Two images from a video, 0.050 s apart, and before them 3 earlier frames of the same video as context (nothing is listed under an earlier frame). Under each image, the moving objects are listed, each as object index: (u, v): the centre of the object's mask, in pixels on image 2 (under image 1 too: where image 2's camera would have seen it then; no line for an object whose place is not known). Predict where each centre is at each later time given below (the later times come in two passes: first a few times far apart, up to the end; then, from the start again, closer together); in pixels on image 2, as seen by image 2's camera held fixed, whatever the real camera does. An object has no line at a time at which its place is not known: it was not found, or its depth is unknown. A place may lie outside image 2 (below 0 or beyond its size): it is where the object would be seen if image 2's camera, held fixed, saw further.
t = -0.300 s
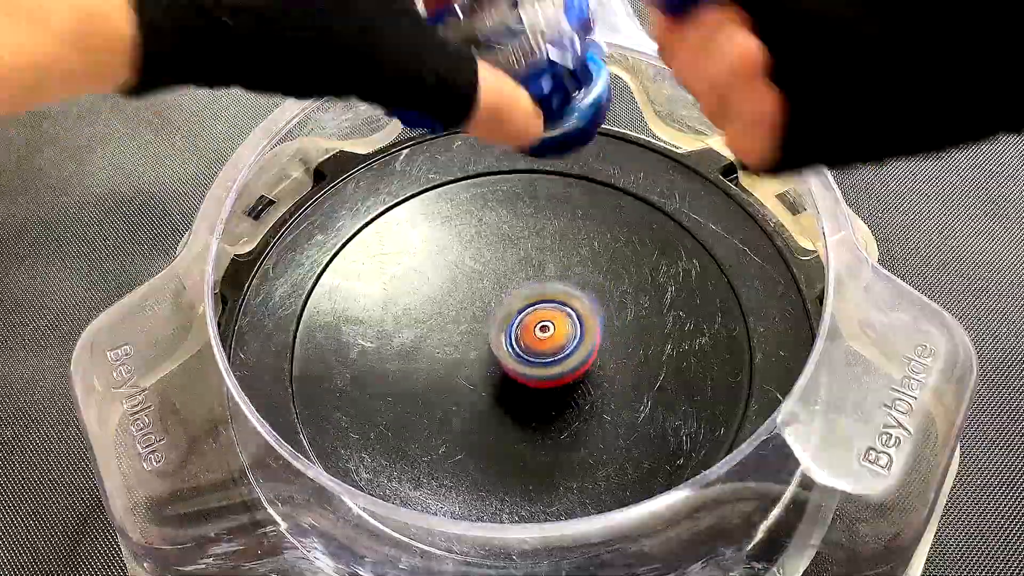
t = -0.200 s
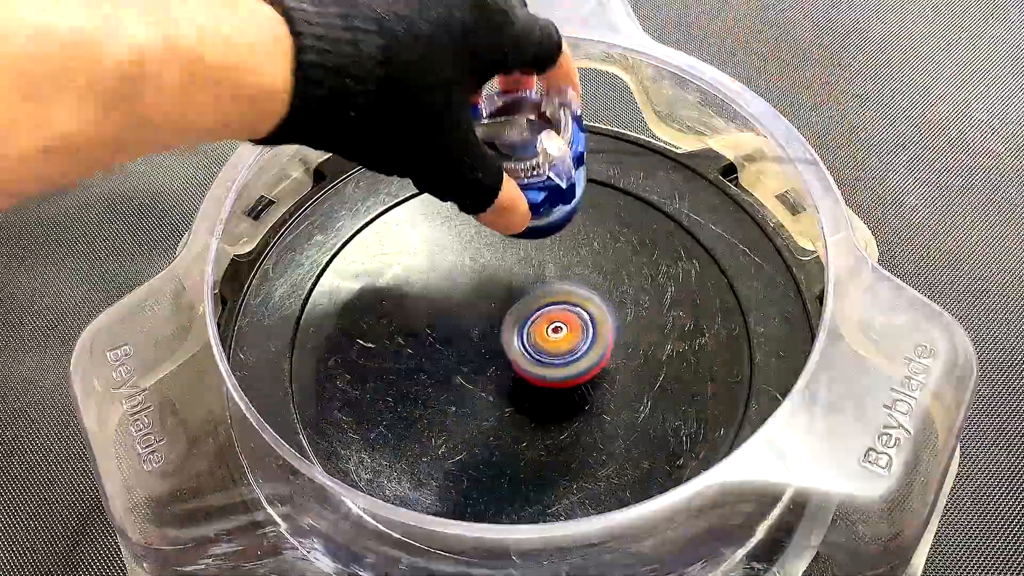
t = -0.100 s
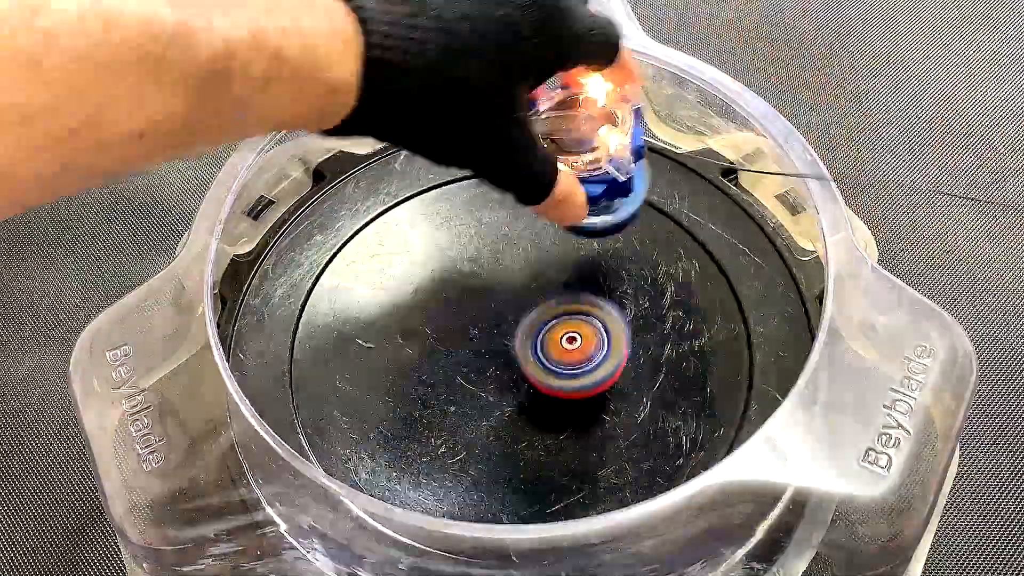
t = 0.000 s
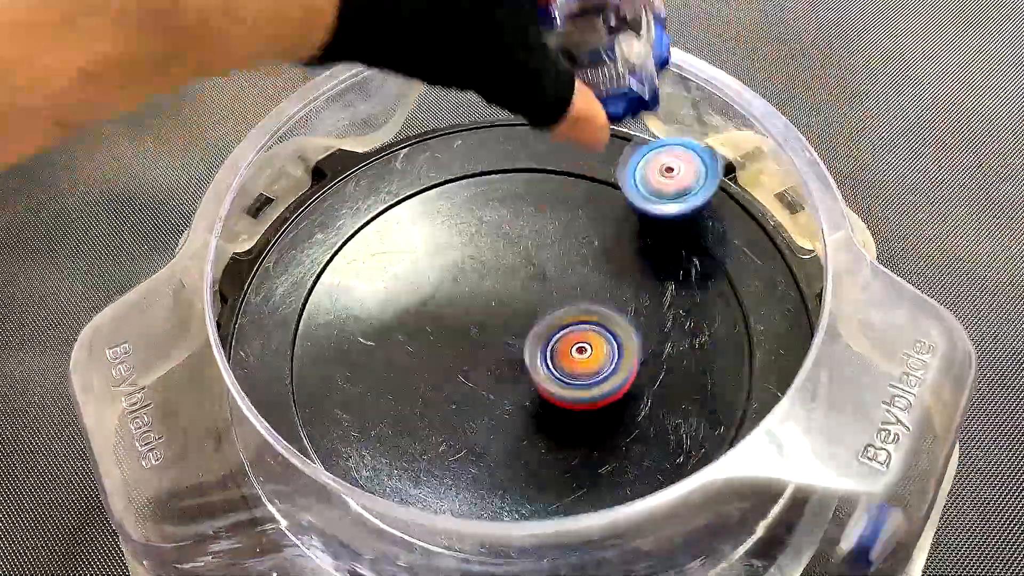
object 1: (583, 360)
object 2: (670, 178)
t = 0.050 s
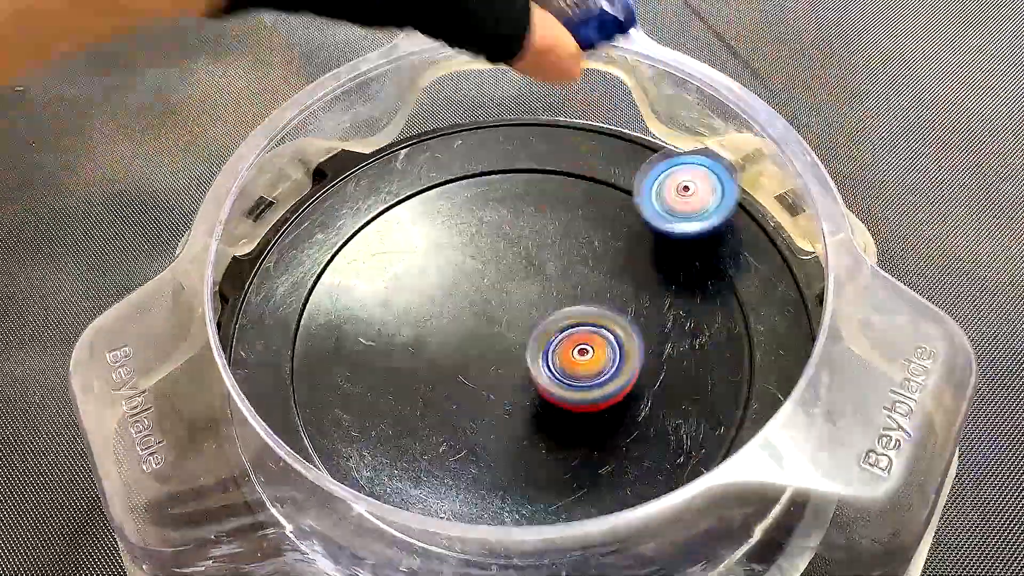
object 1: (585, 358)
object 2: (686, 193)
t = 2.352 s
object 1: (547, 266)
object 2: (523, 377)
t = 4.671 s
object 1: (488, 382)
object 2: (621, 451)
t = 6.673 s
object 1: (524, 388)
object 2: (503, 283)
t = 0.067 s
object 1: (585, 358)
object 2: (687, 198)
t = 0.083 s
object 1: (584, 358)
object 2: (686, 207)
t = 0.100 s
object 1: (585, 357)
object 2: (684, 222)
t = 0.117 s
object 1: (585, 356)
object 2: (680, 235)
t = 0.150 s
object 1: (585, 354)
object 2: (667, 263)
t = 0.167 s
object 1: (578, 358)
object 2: (663, 272)
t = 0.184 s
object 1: (559, 373)
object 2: (668, 270)
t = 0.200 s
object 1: (540, 389)
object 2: (673, 268)
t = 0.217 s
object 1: (522, 402)
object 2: (675, 265)
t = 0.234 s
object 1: (504, 416)
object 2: (676, 265)
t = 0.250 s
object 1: (485, 428)
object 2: (675, 265)
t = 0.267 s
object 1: (468, 438)
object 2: (674, 266)
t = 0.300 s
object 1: (438, 456)
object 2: (664, 271)
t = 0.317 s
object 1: (426, 460)
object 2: (658, 273)
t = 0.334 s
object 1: (417, 462)
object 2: (650, 277)
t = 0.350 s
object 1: (409, 464)
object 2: (643, 279)
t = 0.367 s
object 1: (403, 466)
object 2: (632, 283)
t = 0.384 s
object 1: (392, 477)
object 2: (623, 287)
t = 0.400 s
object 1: (385, 483)
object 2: (611, 291)
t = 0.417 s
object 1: (384, 482)
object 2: (602, 294)
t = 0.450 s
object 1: (390, 474)
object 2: (580, 301)
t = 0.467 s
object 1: (397, 463)
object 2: (568, 303)
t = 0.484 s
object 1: (400, 461)
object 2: (556, 306)
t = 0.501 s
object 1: (404, 459)
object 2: (547, 307)
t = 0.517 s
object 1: (410, 456)
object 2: (536, 310)
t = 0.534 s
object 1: (416, 453)
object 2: (527, 310)
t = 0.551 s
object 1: (424, 447)
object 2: (517, 311)
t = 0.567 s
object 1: (433, 440)
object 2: (507, 311)
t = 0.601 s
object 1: (452, 425)
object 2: (490, 310)
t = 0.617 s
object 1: (462, 418)
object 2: (484, 308)
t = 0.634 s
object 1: (471, 410)
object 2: (474, 307)
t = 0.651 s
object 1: (481, 414)
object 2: (469, 296)
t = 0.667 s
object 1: (492, 418)
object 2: (462, 280)
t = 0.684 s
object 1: (503, 422)
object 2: (455, 267)
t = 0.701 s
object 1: (514, 425)
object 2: (452, 252)
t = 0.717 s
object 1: (525, 427)
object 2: (447, 238)
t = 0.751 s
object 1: (543, 429)
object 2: (442, 211)
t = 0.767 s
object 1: (552, 429)
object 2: (439, 196)
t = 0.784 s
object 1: (560, 429)
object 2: (440, 187)
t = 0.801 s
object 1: (567, 429)
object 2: (440, 173)
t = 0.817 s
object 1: (574, 427)
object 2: (442, 167)
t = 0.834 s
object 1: (579, 426)
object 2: (445, 159)
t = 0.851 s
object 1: (584, 424)
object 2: (449, 156)
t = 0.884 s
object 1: (591, 419)
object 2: (463, 159)
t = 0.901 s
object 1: (593, 415)
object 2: (471, 161)
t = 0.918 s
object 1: (593, 412)
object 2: (478, 162)
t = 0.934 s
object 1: (594, 407)
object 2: (487, 164)
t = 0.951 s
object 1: (592, 403)
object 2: (497, 170)
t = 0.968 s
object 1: (590, 398)
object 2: (505, 175)
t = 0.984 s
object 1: (588, 393)
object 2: (518, 184)
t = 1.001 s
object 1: (584, 388)
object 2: (528, 190)
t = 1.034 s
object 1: (575, 377)
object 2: (548, 207)
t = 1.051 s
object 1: (569, 372)
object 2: (560, 216)
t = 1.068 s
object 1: (563, 366)
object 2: (568, 224)
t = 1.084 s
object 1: (556, 361)
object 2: (578, 235)
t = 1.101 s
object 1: (549, 356)
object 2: (588, 244)
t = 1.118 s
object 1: (542, 350)
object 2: (596, 253)
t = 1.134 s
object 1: (535, 346)
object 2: (603, 262)
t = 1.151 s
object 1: (526, 346)
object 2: (612, 264)
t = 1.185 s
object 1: (506, 351)
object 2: (633, 274)
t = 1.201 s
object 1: (497, 352)
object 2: (640, 279)
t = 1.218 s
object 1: (489, 353)
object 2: (646, 284)
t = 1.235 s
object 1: (481, 353)
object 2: (652, 288)
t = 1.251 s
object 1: (475, 353)
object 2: (656, 294)
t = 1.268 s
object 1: (469, 353)
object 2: (657, 300)
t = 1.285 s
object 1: (464, 353)
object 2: (658, 307)
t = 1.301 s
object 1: (461, 353)
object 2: (658, 314)
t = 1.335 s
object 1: (457, 352)
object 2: (651, 328)
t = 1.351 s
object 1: (455, 352)
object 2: (646, 336)
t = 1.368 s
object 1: (453, 352)
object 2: (641, 344)
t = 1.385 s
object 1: (452, 351)
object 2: (634, 350)
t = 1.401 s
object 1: (450, 351)
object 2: (623, 357)
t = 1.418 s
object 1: (448, 350)
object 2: (613, 364)
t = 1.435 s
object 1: (447, 350)
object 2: (602, 371)
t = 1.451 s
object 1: (446, 349)
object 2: (591, 376)
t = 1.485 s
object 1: (444, 348)
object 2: (560, 386)
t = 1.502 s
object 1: (443, 348)
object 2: (545, 390)
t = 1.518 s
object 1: (441, 346)
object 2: (532, 393)
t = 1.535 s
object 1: (427, 341)
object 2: (534, 402)
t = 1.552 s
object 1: (409, 333)
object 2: (537, 407)
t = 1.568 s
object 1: (392, 324)
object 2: (540, 415)
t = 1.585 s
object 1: (376, 316)
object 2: (543, 425)
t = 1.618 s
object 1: (350, 299)
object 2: (546, 435)
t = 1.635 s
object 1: (340, 290)
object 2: (547, 439)
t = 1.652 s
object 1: (331, 284)
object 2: (546, 441)
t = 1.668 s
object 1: (324, 280)
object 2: (543, 443)
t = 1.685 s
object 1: (319, 277)
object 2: (540, 445)
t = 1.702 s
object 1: (317, 274)
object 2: (537, 445)
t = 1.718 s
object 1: (319, 275)
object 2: (533, 445)
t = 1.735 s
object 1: (323, 276)
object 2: (529, 444)
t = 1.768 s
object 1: (333, 279)
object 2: (518, 437)
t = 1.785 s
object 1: (340, 281)
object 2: (512, 432)
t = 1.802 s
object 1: (348, 284)
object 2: (504, 427)
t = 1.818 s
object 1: (357, 288)
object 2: (496, 422)
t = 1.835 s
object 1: (366, 291)
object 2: (489, 416)
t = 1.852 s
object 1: (375, 293)
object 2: (482, 409)
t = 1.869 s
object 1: (385, 297)
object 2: (475, 402)
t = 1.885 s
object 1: (395, 300)
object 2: (469, 394)
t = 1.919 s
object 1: (413, 304)
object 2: (459, 378)
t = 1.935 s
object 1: (420, 293)
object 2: (460, 383)
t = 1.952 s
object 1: (424, 281)
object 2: (462, 389)
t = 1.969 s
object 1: (427, 270)
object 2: (463, 396)
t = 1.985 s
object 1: (435, 257)
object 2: (465, 404)
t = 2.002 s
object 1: (439, 245)
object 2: (467, 409)
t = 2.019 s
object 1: (443, 236)
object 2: (470, 414)
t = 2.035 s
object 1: (449, 226)
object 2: (473, 418)
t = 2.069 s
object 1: (459, 211)
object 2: (480, 425)
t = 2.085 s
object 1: (464, 206)
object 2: (484, 426)
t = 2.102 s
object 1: (469, 202)
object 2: (487, 427)
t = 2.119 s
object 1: (474, 199)
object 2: (491, 428)
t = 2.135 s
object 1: (480, 197)
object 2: (494, 426)
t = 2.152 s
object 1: (485, 195)
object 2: (496, 425)
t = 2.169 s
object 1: (490, 195)
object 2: (498, 423)
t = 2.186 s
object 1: (495, 197)
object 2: (501, 422)
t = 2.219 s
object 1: (506, 204)
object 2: (505, 415)
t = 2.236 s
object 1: (512, 209)
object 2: (507, 412)
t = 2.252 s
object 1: (518, 214)
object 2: (510, 407)
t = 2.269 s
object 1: (523, 221)
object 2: (512, 404)
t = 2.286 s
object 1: (528, 228)
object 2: (515, 399)
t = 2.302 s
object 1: (533, 237)
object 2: (516, 394)
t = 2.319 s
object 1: (538, 245)
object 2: (519, 389)
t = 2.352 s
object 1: (547, 266)
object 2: (523, 377)
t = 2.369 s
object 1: (550, 276)
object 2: (524, 371)
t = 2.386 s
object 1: (554, 284)
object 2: (526, 368)
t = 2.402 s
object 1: (560, 282)
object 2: (526, 379)
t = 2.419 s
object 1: (568, 268)
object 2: (522, 401)
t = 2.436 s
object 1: (574, 257)
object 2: (517, 422)
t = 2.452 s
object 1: (580, 244)
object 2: (513, 439)
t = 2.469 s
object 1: (584, 234)
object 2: (509, 459)
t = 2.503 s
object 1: (590, 212)
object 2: (500, 481)
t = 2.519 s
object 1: (592, 202)
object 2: (495, 500)
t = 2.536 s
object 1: (592, 192)
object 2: (491, 518)
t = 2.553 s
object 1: (591, 183)
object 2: (484, 522)
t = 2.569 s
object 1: (589, 175)
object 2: (479, 527)
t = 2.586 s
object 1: (587, 170)
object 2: (476, 533)
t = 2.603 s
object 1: (583, 165)
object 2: (470, 537)
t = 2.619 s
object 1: (578, 161)
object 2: (466, 539)
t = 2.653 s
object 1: (568, 154)
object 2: (463, 538)
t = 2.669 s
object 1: (562, 154)
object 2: (462, 537)
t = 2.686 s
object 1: (555, 154)
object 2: (460, 535)
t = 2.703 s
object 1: (547, 156)
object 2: (460, 533)
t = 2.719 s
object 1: (539, 157)
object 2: (460, 531)
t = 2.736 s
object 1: (530, 159)
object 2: (460, 528)
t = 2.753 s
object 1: (521, 163)
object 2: (461, 524)
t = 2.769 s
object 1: (511, 168)
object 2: (462, 519)
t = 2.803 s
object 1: (493, 179)
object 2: (465, 505)
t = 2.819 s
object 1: (484, 187)
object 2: (467, 498)
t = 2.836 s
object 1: (476, 194)
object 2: (470, 486)
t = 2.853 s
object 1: (470, 202)
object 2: (471, 480)
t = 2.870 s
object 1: (463, 211)
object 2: (472, 472)
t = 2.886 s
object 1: (457, 220)
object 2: (476, 462)
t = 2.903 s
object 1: (452, 229)
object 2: (478, 451)
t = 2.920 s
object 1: (449, 240)
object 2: (481, 439)
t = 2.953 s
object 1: (443, 262)
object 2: (490, 411)
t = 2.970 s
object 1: (440, 272)
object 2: (495, 399)
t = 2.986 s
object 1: (440, 282)
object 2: (500, 387)
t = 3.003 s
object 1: (439, 292)
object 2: (507, 374)
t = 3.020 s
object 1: (437, 299)
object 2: (513, 361)
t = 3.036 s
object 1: (431, 302)
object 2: (531, 355)
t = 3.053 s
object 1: (425, 301)
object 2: (551, 352)
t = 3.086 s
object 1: (411, 301)
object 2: (588, 342)
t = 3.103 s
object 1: (407, 301)
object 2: (606, 338)
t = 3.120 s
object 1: (404, 300)
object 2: (622, 338)
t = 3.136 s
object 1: (400, 300)
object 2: (638, 332)
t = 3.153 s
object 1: (397, 301)
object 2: (653, 331)
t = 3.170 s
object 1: (397, 301)
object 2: (669, 328)
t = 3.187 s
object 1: (396, 301)
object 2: (682, 323)
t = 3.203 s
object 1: (396, 301)
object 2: (696, 322)
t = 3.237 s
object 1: (397, 303)
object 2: (721, 316)
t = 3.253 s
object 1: (398, 303)
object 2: (730, 315)
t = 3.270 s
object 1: (400, 304)
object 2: (739, 313)
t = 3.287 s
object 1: (402, 305)
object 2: (747, 311)
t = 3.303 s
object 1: (405, 306)
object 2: (751, 310)
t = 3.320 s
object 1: (409, 306)
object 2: (755, 311)
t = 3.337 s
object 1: (412, 306)
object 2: (758, 309)
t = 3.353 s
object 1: (416, 307)
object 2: (761, 308)
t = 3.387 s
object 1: (426, 309)
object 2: (767, 306)
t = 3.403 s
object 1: (430, 308)
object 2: (769, 304)
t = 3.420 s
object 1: (435, 309)
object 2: (769, 303)
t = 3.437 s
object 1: (440, 310)
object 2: (770, 301)
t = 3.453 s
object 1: (447, 309)
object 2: (770, 299)
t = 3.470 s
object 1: (452, 309)
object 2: (769, 298)
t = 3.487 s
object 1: (458, 308)
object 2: (769, 296)
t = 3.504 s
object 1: (463, 308)
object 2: (768, 293)
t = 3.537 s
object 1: (476, 305)
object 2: (763, 290)
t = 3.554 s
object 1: (482, 304)
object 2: (760, 288)
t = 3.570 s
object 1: (488, 303)
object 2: (756, 286)
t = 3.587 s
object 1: (493, 301)
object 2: (750, 279)
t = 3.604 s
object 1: (498, 298)
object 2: (746, 276)
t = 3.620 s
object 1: (503, 297)
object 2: (743, 276)
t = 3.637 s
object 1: (508, 296)
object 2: (738, 274)
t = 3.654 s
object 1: (514, 293)
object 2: (730, 269)
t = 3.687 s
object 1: (521, 288)
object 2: (717, 264)
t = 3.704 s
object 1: (526, 286)
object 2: (709, 263)
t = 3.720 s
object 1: (531, 284)
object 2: (700, 261)
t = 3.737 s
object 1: (534, 280)
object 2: (691, 260)
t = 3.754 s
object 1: (537, 278)
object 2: (682, 258)
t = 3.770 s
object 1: (541, 277)
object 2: (672, 257)
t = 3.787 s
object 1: (544, 273)
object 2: (661, 256)
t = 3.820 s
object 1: (541, 270)
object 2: (651, 252)
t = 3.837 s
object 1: (531, 266)
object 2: (657, 251)
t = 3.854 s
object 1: (520, 263)
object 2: (661, 250)
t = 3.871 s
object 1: (510, 264)
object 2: (664, 250)
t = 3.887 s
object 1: (500, 265)
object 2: (664, 253)
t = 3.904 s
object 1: (494, 263)
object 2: (665, 252)
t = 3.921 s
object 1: (485, 263)
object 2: (666, 253)
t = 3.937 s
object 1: (478, 264)
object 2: (666, 253)
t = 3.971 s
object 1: (465, 269)
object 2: (660, 259)
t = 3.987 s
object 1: (460, 272)
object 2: (658, 262)
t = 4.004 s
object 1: (458, 273)
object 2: (654, 261)
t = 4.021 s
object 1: (456, 275)
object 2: (648, 263)
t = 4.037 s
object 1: (455, 278)
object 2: (642, 269)
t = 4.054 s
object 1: (454, 280)
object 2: (636, 275)
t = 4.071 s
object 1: (456, 283)
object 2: (627, 274)
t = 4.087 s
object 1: (458, 285)
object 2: (620, 280)
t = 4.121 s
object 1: (464, 292)
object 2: (602, 285)
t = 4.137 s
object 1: (468, 294)
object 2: (596, 290)
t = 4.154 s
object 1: (472, 296)
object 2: (583, 296)
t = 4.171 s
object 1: (464, 297)
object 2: (589, 296)
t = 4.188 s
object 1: (445, 295)
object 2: (606, 298)
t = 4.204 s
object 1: (425, 295)
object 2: (620, 306)
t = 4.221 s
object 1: (407, 296)
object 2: (639, 310)
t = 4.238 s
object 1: (392, 296)
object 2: (656, 310)
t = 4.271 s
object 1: (367, 295)
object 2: (675, 318)
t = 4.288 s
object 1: (358, 296)
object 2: (688, 328)
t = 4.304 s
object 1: (351, 297)
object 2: (703, 340)
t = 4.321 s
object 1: (345, 299)
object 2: (716, 356)
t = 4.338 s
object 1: (343, 301)
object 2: (729, 377)
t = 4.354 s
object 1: (342, 303)
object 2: (736, 393)
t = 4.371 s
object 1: (341, 306)
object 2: (739, 406)
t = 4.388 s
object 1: (344, 310)
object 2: (742, 408)
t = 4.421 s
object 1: (354, 319)
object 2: (744, 414)
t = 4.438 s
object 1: (360, 324)
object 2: (750, 442)
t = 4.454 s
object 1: (367, 330)
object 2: (747, 446)
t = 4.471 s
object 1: (374, 335)
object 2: (741, 450)
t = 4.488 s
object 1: (383, 339)
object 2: (751, 481)
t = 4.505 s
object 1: (392, 345)
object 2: (745, 481)
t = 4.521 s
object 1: (400, 350)
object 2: (740, 481)
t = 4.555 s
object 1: (421, 358)
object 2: (718, 466)
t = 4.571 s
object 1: (430, 361)
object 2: (709, 465)
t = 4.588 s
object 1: (440, 365)
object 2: (698, 463)
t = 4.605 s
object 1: (449, 368)
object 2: (683, 461)
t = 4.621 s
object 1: (458, 372)
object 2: (664, 449)
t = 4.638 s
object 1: (468, 375)
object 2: (651, 451)
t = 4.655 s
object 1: (479, 379)
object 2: (636, 452)
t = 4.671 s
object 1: (488, 382)
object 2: (621, 451)
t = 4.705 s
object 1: (504, 384)
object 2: (589, 446)
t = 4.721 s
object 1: (498, 370)
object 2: (598, 455)
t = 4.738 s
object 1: (486, 352)
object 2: (607, 463)
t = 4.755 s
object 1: (476, 335)
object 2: (617, 480)
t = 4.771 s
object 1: (467, 319)
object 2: (626, 494)
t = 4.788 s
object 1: (459, 306)
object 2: (633, 505)
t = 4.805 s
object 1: (452, 291)
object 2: (640, 514)
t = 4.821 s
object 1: (447, 278)
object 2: (640, 509)
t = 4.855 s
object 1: (438, 254)
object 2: (636, 506)
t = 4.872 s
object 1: (434, 242)
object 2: (632, 504)
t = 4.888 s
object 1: (431, 233)
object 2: (632, 501)
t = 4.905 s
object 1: (428, 223)
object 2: (626, 497)
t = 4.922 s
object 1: (427, 217)
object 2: (622, 493)
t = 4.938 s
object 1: (426, 213)
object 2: (616, 485)
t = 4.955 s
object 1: (427, 211)
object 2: (607, 473)
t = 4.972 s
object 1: (427, 209)
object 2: (604, 469)
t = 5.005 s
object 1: (431, 210)
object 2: (592, 461)
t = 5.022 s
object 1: (433, 212)
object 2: (587, 454)
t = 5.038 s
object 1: (436, 215)
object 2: (580, 446)
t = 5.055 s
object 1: (440, 217)
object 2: (572, 436)
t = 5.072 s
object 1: (444, 221)
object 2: (567, 429)
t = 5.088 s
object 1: (449, 224)
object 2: (560, 416)
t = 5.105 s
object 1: (455, 229)
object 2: (554, 405)
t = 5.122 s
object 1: (460, 236)
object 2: (549, 398)
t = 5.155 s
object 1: (471, 246)
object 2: (538, 377)
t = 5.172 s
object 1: (477, 253)
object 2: (532, 370)
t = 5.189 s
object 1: (483, 259)
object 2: (528, 358)
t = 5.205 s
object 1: (487, 264)
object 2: (525, 347)
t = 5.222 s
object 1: (488, 263)
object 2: (532, 349)
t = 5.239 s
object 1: (486, 252)
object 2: (541, 364)
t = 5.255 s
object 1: (484, 243)
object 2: (552, 376)
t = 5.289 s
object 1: (480, 228)
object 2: (569, 400)
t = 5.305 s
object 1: (480, 224)
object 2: (578, 408)
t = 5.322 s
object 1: (480, 219)
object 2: (587, 417)
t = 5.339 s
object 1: (479, 217)
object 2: (595, 424)
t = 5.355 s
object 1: (480, 216)
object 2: (602, 426)
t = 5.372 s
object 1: (480, 215)
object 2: (609, 428)
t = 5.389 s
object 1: (480, 215)
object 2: (614, 430)
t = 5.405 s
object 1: (481, 215)
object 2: (619, 430)
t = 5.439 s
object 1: (482, 218)
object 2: (626, 429)
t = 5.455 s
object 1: (482, 219)
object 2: (630, 426)
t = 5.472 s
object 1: (484, 223)
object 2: (632, 425)
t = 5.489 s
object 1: (486, 225)
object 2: (633, 421)
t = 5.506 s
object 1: (487, 229)
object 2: (634, 418)
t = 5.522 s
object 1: (490, 234)
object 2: (634, 414)
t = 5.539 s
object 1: (491, 236)
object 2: (634, 407)
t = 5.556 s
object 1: (493, 241)
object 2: (633, 402)
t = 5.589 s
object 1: (498, 251)
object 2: (630, 391)
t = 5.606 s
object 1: (501, 256)
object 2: (628, 385)
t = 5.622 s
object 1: (504, 259)
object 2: (625, 378)
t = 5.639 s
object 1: (506, 265)
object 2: (622, 371)
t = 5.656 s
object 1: (509, 269)
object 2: (619, 364)
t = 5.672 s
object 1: (511, 274)
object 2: (616, 358)
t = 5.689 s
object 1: (514, 278)
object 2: (613, 351)
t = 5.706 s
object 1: (519, 282)
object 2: (609, 344)
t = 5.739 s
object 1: (521, 290)
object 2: (605, 331)
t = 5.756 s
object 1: (521, 290)
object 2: (608, 326)
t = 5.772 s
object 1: (520, 291)
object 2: (611, 325)
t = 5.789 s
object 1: (520, 291)
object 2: (615, 325)
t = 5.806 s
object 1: (518, 292)
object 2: (617, 325)
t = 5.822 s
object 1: (518, 293)
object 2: (620, 323)
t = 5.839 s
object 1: (516, 293)
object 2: (622, 320)
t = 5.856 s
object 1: (515, 293)
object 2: (623, 318)
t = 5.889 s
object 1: (514, 294)
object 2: (624, 312)
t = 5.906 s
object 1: (514, 295)
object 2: (623, 309)
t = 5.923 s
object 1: (514, 296)
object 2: (622, 305)
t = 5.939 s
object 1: (514, 297)
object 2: (622, 302)
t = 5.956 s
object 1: (511, 296)
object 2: (623, 299)
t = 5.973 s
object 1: (507, 299)
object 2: (625, 295)
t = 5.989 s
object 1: (505, 300)
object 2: (626, 292)
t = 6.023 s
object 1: (501, 302)
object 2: (624, 285)
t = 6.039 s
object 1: (499, 302)
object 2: (623, 282)
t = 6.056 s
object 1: (499, 303)
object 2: (620, 278)
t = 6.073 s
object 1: (499, 303)
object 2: (618, 276)
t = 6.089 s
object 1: (499, 304)
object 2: (615, 273)
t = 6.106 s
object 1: (500, 305)
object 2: (612, 271)
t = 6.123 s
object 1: (499, 305)
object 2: (608, 268)
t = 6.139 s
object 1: (500, 306)
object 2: (604, 266)
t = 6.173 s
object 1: (497, 308)
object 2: (601, 260)
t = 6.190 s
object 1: (490, 312)
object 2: (605, 255)
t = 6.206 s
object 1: (485, 316)
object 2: (607, 250)
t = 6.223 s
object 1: (481, 321)
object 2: (608, 247)
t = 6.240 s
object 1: (476, 322)
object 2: (607, 244)
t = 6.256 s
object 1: (473, 327)
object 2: (606, 242)
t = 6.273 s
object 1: (472, 329)
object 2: (604, 240)
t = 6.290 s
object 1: (471, 335)
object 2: (601, 239)
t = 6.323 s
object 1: (471, 342)
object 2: (594, 238)
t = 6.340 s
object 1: (472, 345)
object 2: (591, 237)
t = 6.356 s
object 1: (474, 348)
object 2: (587, 237)
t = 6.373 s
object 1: (474, 352)
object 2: (583, 238)
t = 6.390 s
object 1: (479, 355)
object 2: (578, 239)
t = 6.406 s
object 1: (481, 359)
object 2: (574, 240)
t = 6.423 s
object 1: (484, 362)
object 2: (569, 241)
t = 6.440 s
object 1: (487, 364)
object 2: (565, 243)
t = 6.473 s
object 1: (493, 370)
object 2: (556, 246)
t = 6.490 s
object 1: (495, 373)
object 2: (551, 249)
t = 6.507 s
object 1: (499, 376)
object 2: (546, 251)
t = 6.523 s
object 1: (501, 378)
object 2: (541, 254)
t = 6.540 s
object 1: (505, 379)
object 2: (537, 256)
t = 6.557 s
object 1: (509, 380)
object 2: (532, 260)
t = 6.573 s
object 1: (511, 383)
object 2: (527, 263)
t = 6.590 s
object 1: (515, 384)
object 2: (523, 266)
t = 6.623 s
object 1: (519, 386)
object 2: (514, 273)
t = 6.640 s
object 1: (521, 387)
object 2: (511, 276)
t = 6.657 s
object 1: (523, 388)
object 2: (506, 280)
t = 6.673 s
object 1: (524, 388)
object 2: (503, 283)
